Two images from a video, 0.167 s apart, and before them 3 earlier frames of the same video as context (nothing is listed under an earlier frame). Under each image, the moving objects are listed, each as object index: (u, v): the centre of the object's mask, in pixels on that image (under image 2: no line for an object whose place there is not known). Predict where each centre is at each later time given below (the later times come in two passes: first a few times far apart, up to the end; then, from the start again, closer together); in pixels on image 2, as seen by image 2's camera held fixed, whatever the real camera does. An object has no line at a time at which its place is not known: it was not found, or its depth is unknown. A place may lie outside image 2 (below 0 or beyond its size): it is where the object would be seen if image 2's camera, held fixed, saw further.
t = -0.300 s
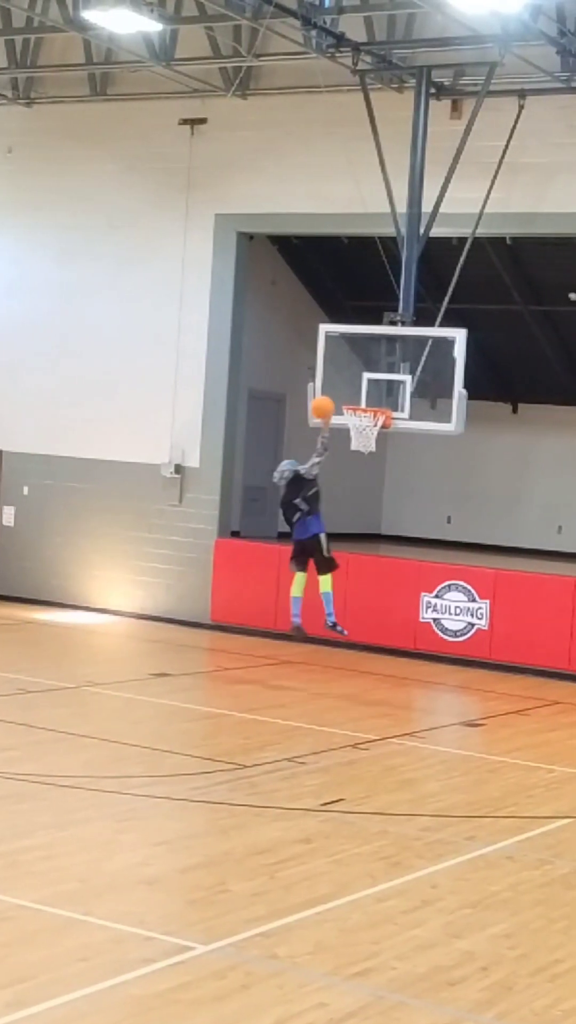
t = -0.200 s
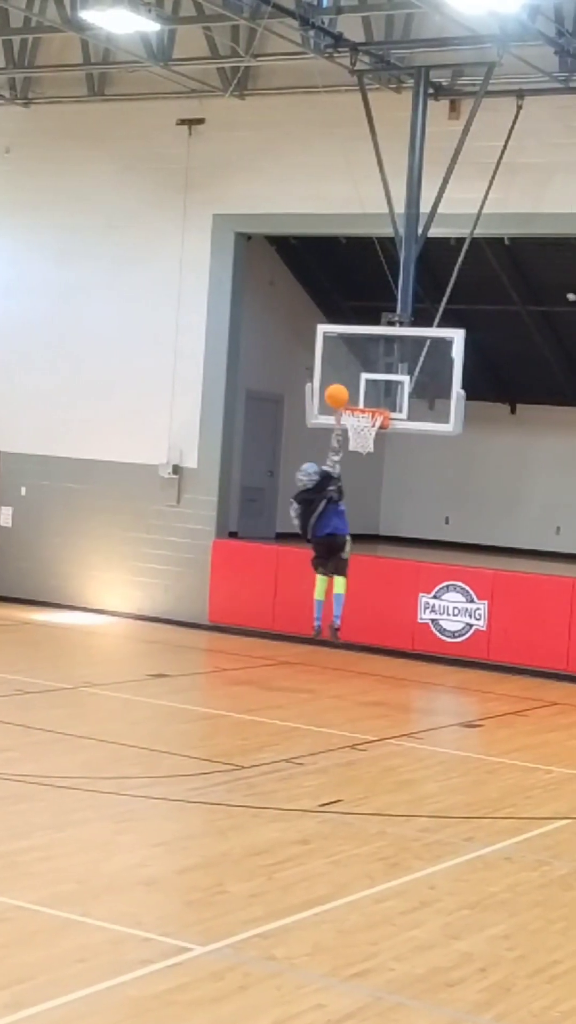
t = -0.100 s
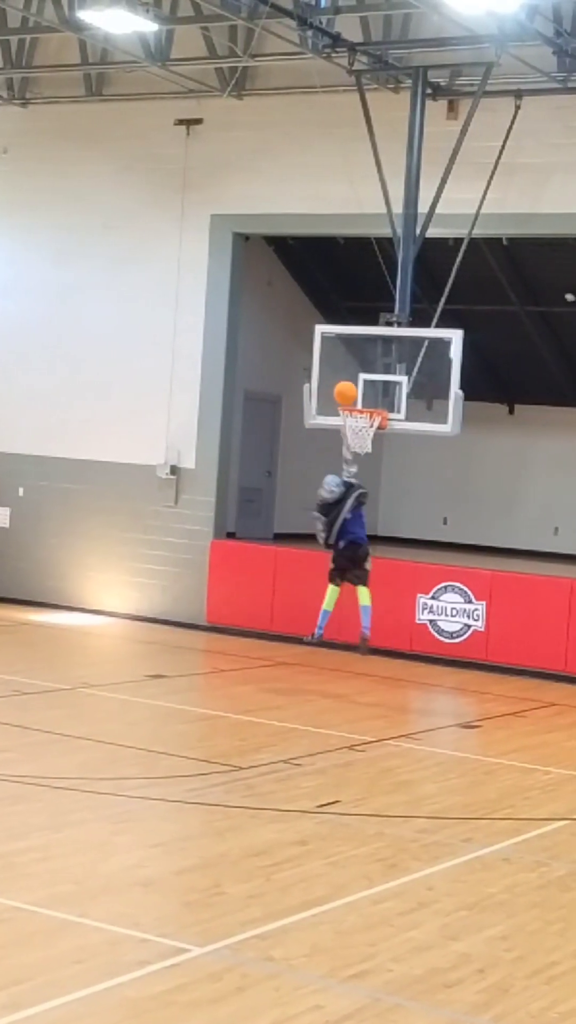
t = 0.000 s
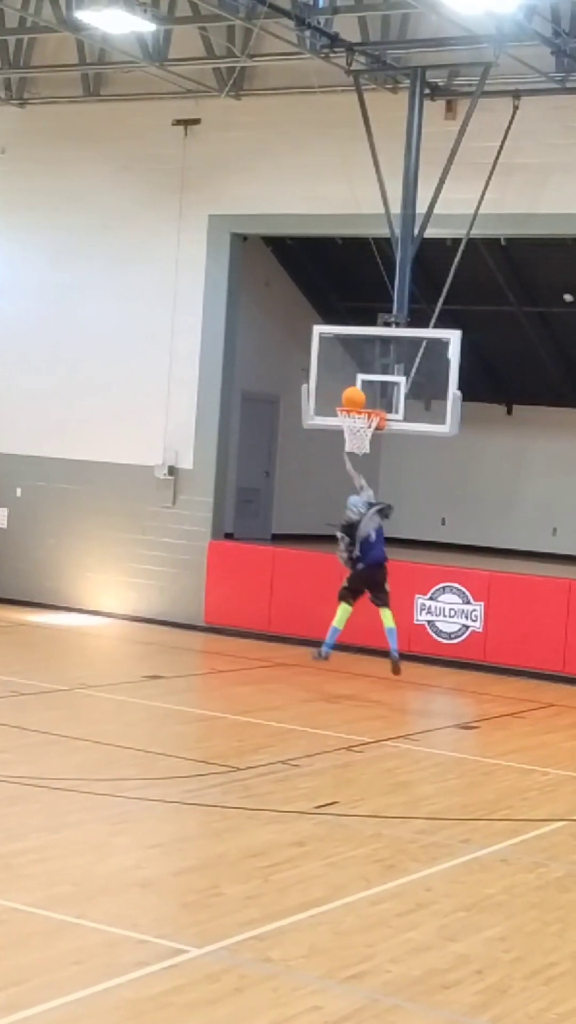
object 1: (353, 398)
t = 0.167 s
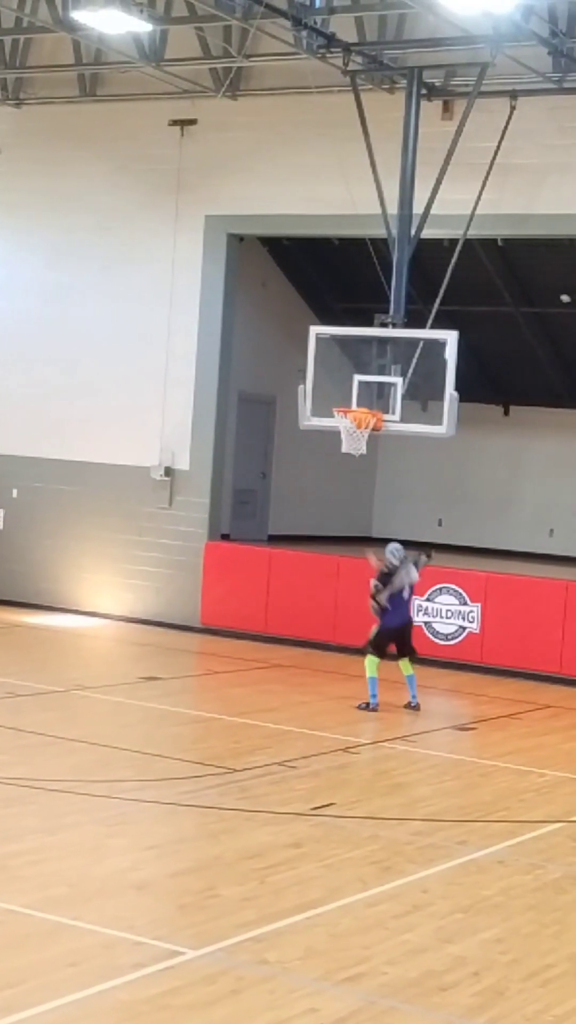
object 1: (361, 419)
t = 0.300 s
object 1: (364, 422)
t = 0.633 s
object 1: (348, 454)
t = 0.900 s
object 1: (353, 485)
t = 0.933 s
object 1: (353, 495)
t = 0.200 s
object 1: (364, 424)
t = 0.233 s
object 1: (365, 424)
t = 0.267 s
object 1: (364, 423)
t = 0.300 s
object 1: (364, 422)
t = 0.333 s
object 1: (362, 423)
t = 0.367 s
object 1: (363, 423)
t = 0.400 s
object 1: (360, 422)
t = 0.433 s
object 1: (359, 423)
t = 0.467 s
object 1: (357, 425)
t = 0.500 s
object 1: (356, 427)
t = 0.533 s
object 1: (352, 431)
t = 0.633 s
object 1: (348, 454)
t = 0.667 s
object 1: (349, 455)
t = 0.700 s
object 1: (350, 456)
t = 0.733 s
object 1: (351, 458)
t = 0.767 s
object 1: (352, 460)
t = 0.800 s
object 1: (352, 464)
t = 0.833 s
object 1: (353, 470)
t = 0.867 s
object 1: (353, 477)
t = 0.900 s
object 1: (353, 485)
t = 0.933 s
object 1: (353, 495)
